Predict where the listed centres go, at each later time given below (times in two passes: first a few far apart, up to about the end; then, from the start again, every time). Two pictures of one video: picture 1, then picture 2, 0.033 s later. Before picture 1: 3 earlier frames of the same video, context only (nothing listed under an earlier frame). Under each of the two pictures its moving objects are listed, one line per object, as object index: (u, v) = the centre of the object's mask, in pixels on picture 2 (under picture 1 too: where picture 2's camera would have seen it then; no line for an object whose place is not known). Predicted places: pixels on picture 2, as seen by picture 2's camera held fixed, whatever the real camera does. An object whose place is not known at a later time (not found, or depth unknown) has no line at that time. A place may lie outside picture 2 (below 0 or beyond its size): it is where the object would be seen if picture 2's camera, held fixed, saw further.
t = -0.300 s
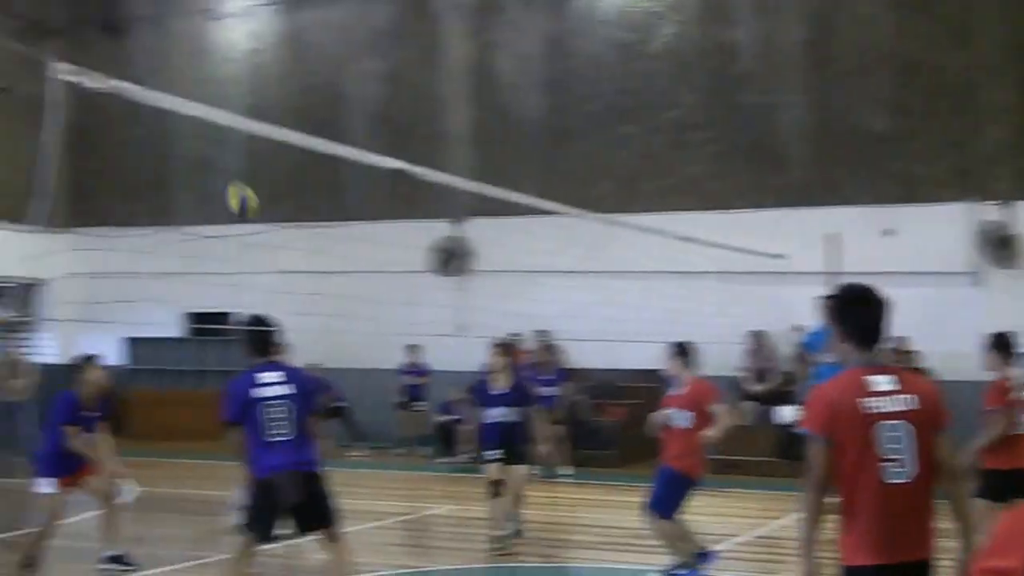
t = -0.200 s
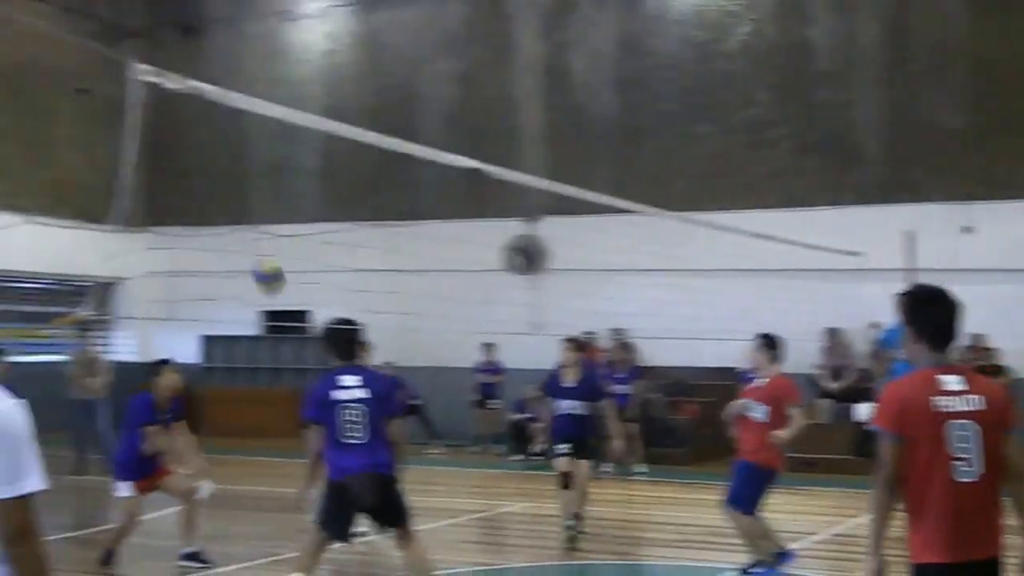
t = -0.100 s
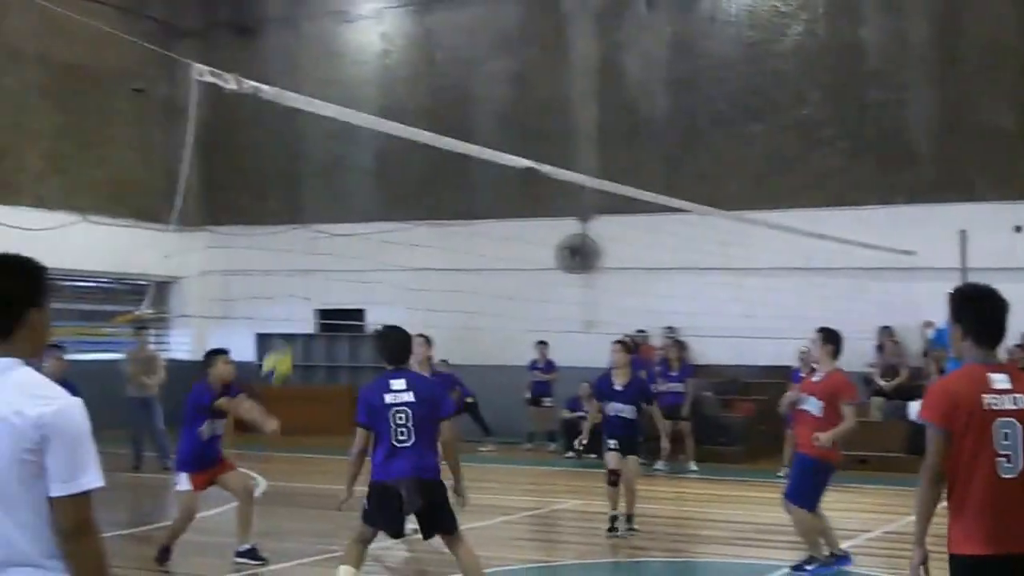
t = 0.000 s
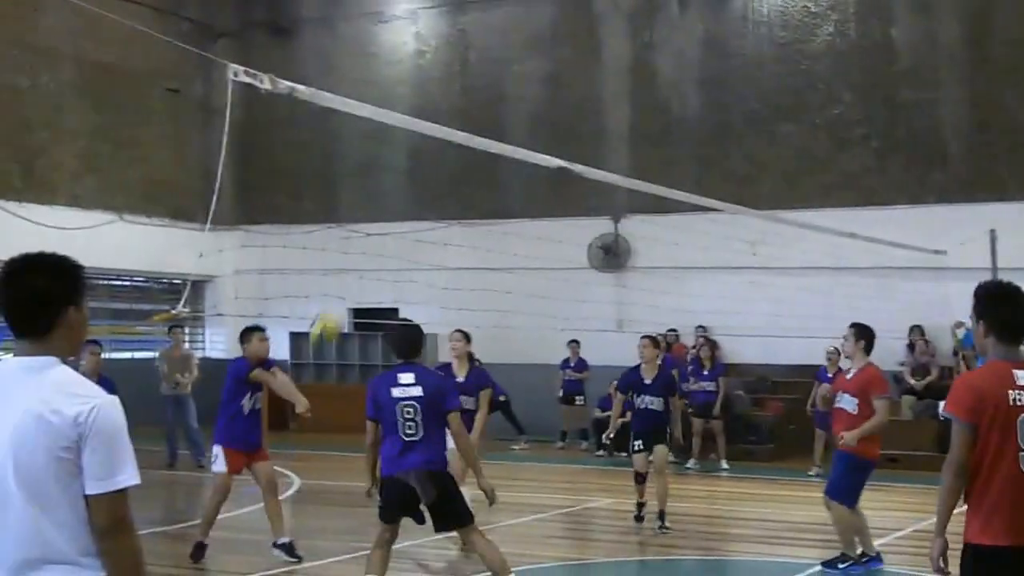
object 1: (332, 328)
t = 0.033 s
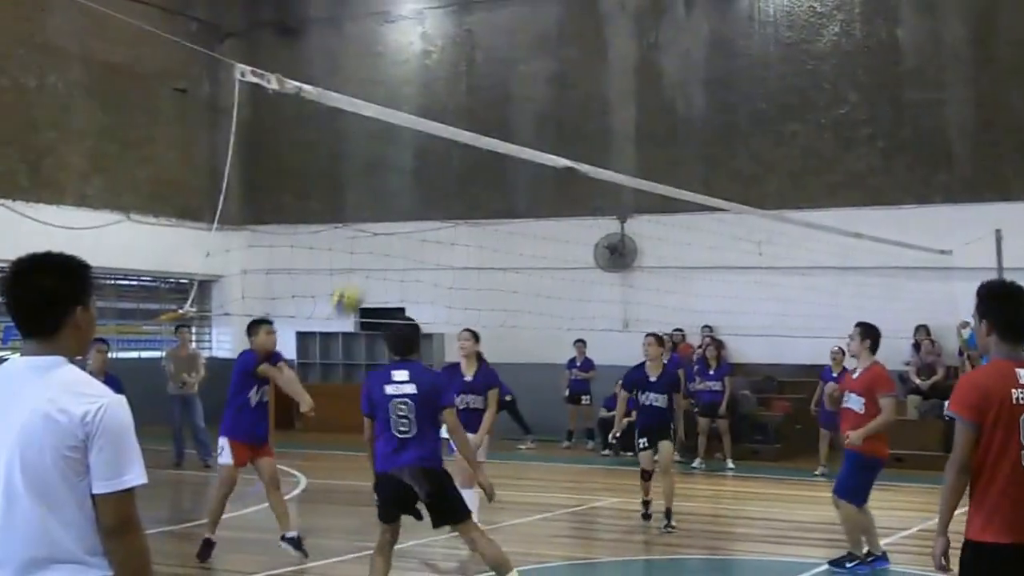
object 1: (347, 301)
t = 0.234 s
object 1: (422, 172)
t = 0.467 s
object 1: (510, 96)
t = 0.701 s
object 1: (599, 93)
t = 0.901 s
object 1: (677, 148)
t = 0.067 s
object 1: (360, 277)
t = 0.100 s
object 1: (372, 252)
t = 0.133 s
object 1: (385, 228)
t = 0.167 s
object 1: (397, 208)
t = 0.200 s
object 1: (409, 189)
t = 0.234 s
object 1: (422, 172)
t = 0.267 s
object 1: (433, 158)
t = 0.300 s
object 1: (444, 148)
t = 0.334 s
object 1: (462, 125)
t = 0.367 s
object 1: (473, 119)
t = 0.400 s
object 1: (486, 111)
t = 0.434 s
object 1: (498, 103)
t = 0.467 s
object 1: (510, 96)
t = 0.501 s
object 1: (524, 92)
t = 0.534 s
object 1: (536, 89)
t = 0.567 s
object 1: (549, 86)
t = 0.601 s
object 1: (562, 85)
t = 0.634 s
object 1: (575, 87)
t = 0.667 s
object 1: (587, 89)
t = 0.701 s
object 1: (599, 93)
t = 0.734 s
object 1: (612, 98)
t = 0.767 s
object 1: (625, 105)
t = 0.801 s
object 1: (639, 113)
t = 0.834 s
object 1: (652, 123)
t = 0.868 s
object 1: (663, 134)
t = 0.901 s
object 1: (677, 148)
